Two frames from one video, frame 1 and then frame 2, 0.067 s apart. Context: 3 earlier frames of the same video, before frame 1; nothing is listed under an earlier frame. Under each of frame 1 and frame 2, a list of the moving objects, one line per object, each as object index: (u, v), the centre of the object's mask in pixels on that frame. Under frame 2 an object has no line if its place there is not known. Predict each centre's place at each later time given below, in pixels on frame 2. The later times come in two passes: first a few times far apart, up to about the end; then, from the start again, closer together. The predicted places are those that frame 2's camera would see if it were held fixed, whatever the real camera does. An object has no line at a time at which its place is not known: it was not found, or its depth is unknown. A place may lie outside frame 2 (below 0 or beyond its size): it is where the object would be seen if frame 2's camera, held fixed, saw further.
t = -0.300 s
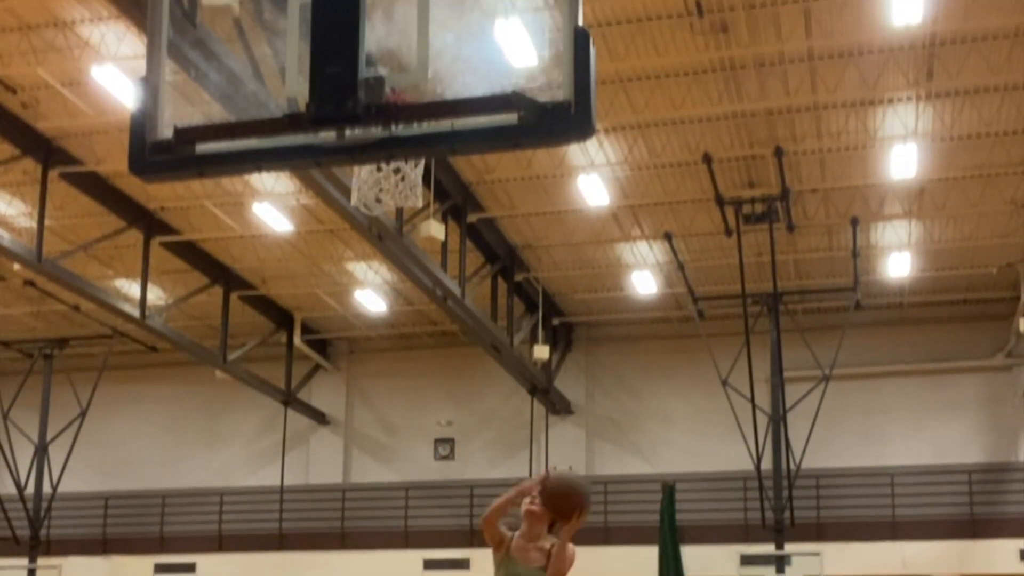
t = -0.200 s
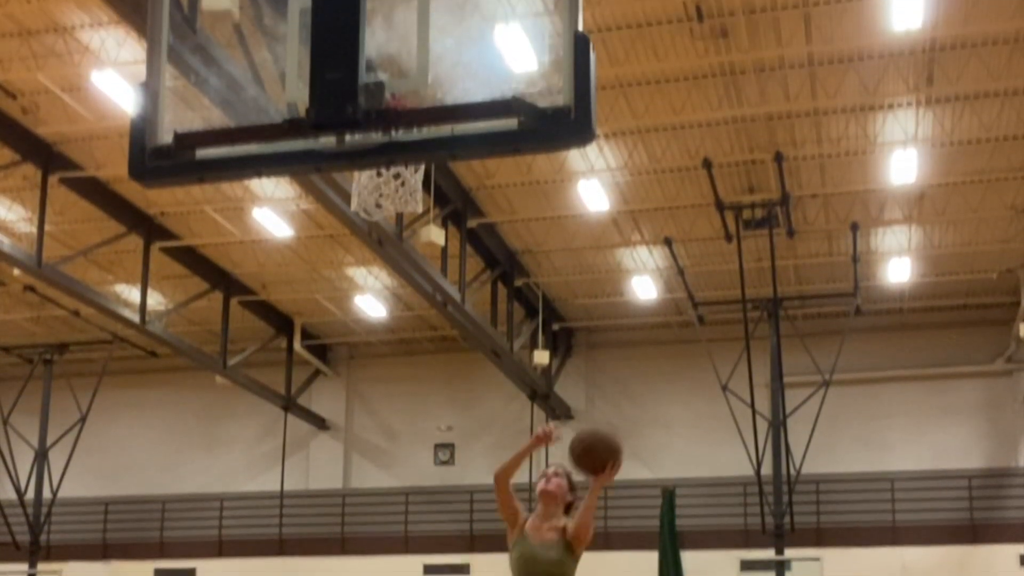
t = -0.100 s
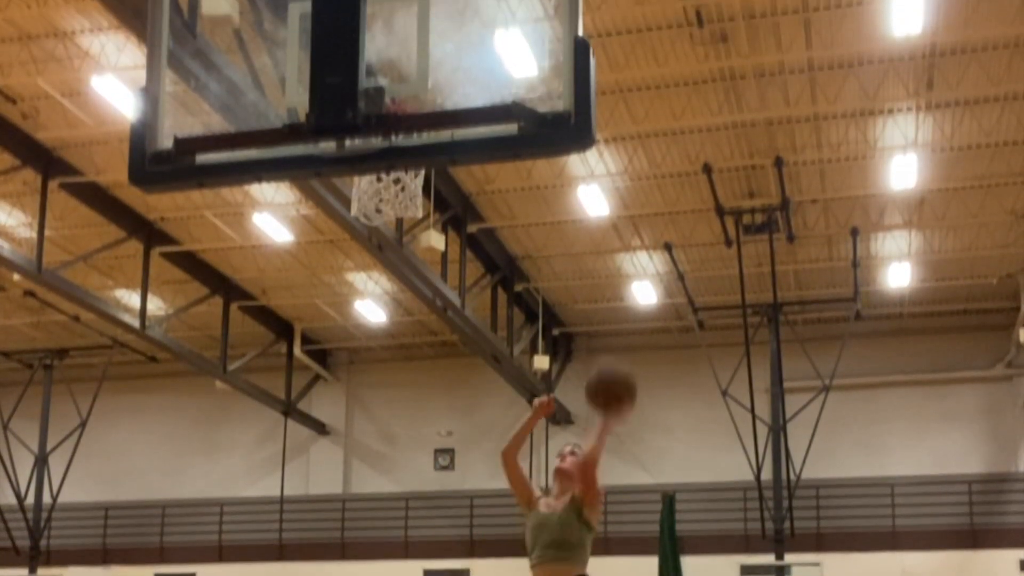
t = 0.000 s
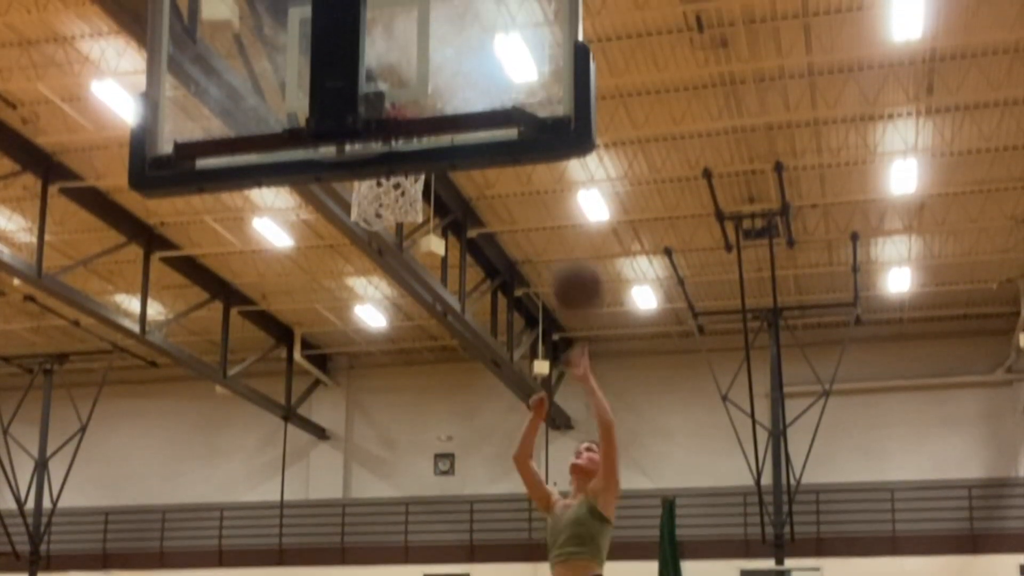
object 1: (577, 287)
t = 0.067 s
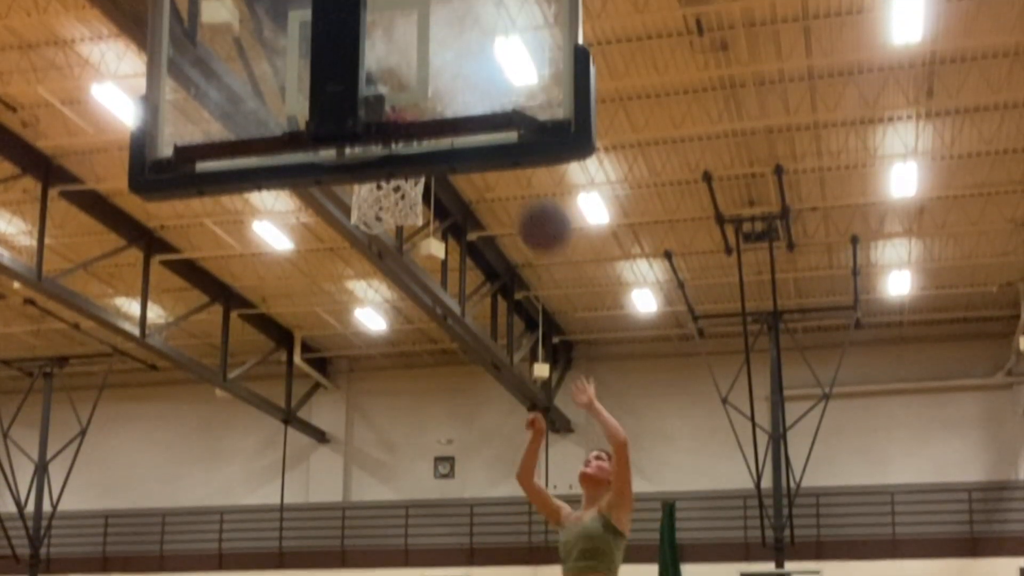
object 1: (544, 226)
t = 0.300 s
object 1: (417, 72)
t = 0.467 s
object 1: (385, 78)
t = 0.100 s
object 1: (527, 197)
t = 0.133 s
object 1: (511, 180)
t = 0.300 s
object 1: (417, 72)
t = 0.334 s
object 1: (398, 62)
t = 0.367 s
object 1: (394, 60)
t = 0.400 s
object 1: (391, 65)
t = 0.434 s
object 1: (388, 71)
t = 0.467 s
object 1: (385, 78)
